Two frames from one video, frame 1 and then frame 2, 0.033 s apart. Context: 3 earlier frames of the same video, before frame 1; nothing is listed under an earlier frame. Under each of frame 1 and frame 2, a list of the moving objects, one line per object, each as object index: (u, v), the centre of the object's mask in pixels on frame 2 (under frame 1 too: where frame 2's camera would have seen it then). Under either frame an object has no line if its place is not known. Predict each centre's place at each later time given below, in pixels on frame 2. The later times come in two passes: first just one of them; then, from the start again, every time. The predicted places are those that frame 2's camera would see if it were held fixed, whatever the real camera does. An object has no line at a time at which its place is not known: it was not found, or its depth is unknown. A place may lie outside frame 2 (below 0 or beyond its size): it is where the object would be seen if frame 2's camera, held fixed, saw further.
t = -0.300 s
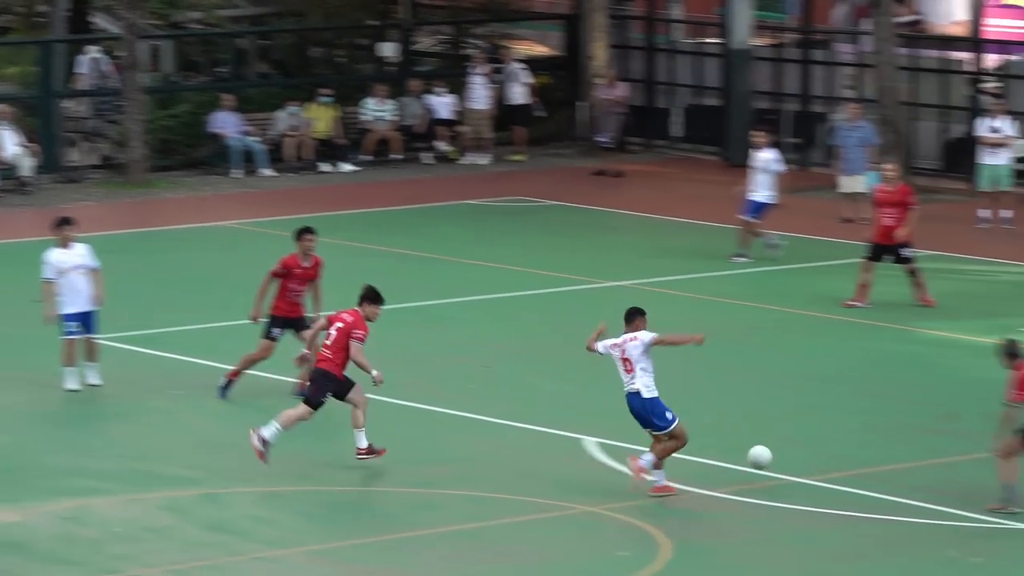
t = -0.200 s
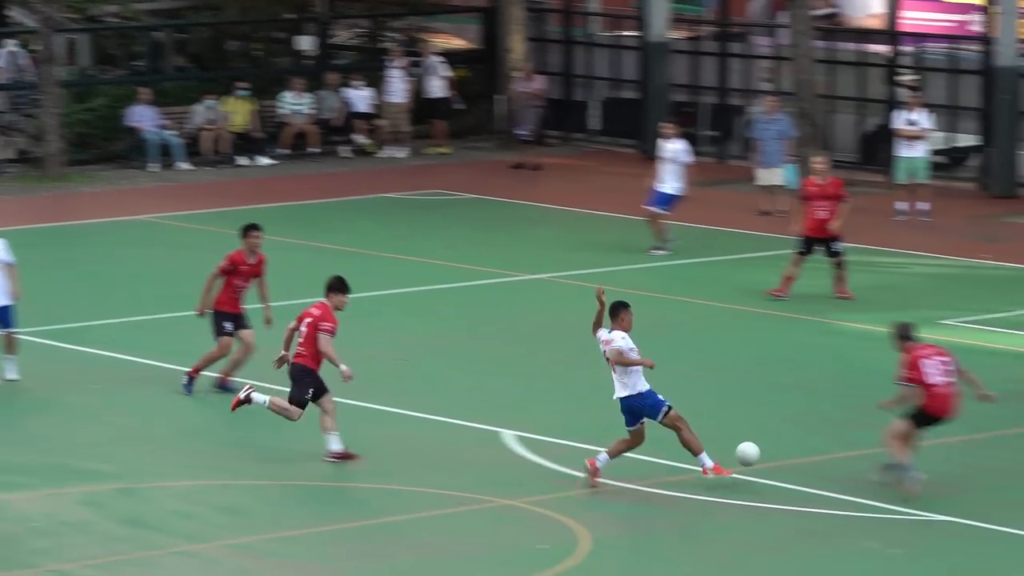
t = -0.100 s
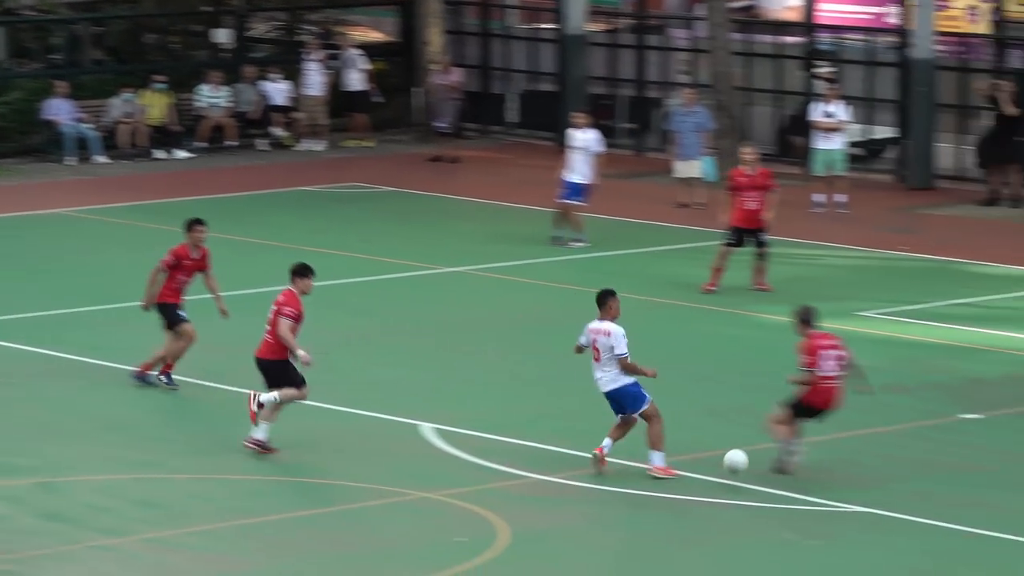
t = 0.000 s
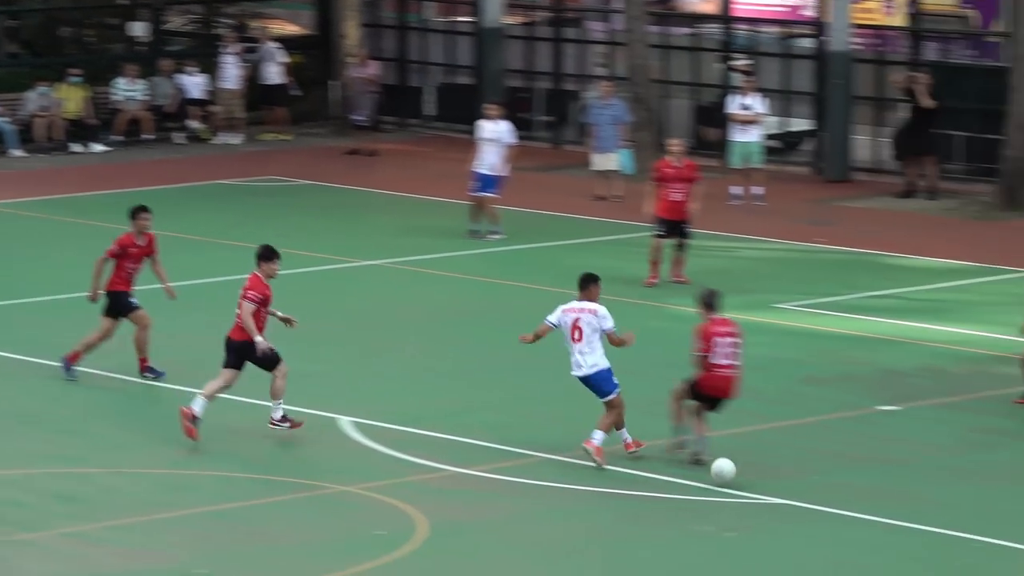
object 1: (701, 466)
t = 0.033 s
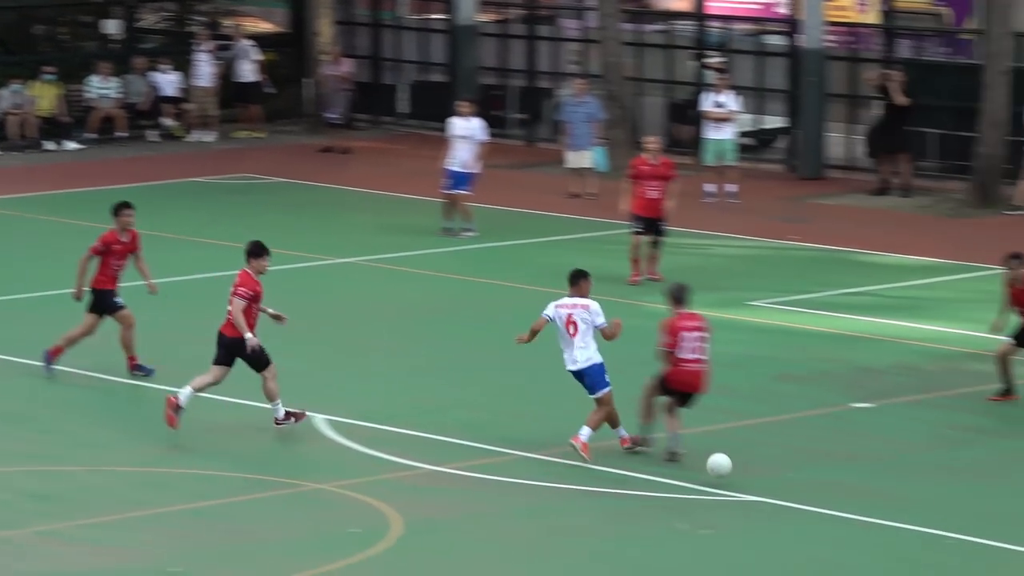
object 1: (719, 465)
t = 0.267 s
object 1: (869, 490)
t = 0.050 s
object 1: (728, 464)
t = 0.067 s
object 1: (738, 465)
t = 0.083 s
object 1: (748, 465)
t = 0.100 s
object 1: (759, 466)
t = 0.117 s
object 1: (770, 467)
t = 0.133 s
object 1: (781, 468)
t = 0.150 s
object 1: (791, 469)
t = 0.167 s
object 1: (803, 471)
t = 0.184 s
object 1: (814, 473)
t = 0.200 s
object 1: (825, 476)
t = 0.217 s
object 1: (836, 479)
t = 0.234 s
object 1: (847, 482)
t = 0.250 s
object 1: (858, 486)
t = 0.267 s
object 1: (869, 490)
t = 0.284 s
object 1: (881, 495)
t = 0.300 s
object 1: (892, 497)
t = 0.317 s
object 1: (903, 494)
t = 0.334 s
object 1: (914, 492)
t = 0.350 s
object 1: (926, 490)
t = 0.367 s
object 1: (937, 489)
